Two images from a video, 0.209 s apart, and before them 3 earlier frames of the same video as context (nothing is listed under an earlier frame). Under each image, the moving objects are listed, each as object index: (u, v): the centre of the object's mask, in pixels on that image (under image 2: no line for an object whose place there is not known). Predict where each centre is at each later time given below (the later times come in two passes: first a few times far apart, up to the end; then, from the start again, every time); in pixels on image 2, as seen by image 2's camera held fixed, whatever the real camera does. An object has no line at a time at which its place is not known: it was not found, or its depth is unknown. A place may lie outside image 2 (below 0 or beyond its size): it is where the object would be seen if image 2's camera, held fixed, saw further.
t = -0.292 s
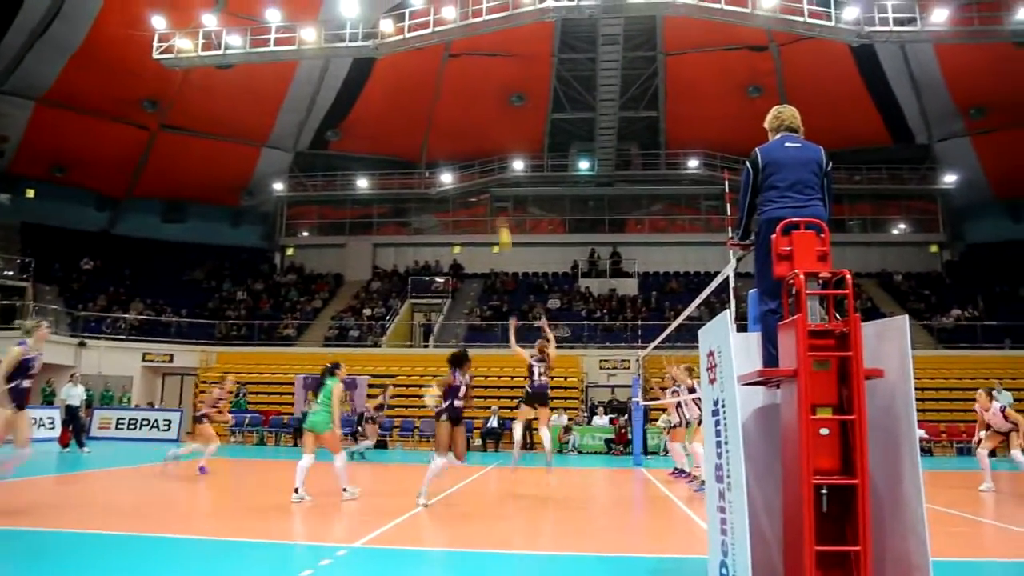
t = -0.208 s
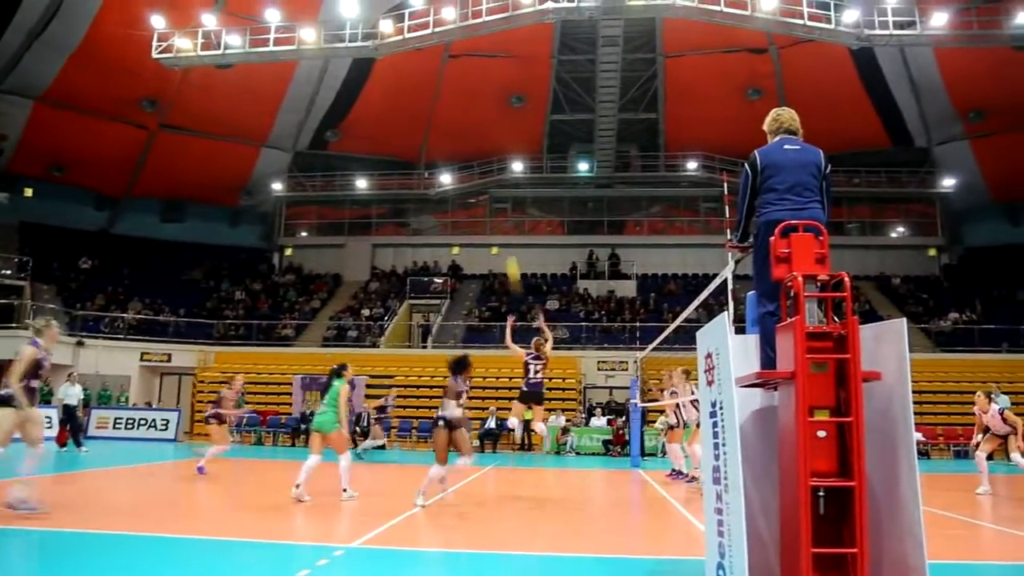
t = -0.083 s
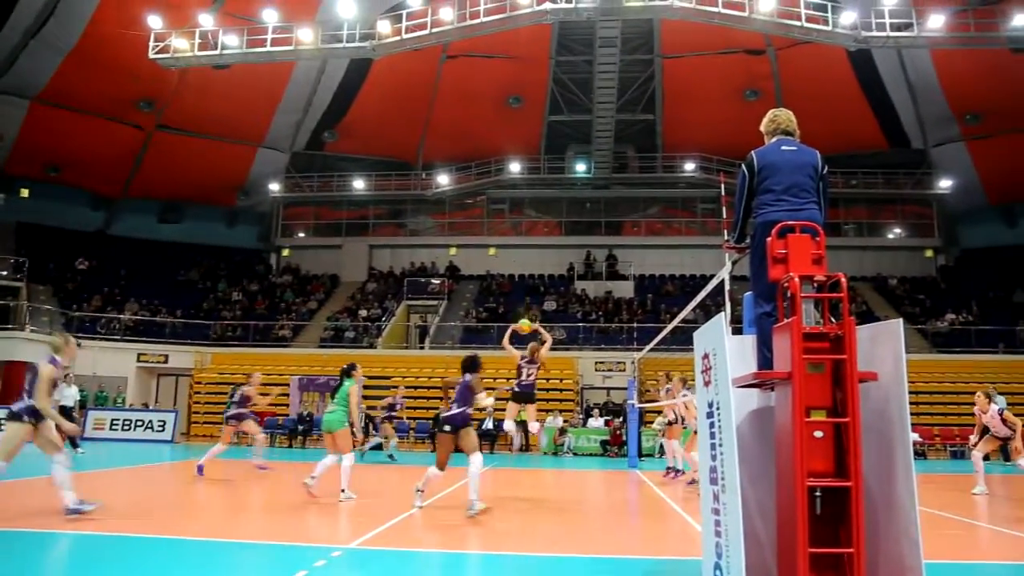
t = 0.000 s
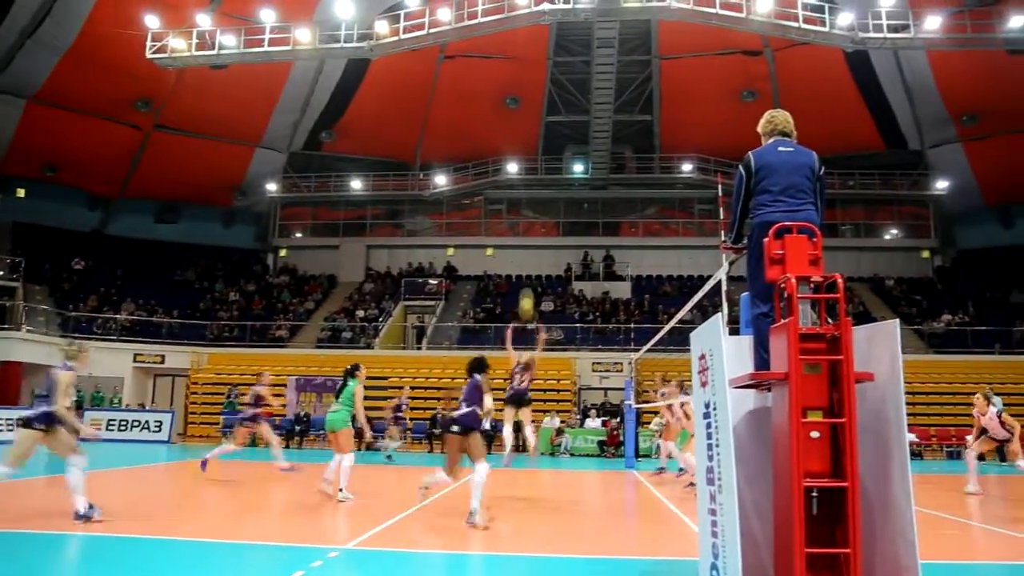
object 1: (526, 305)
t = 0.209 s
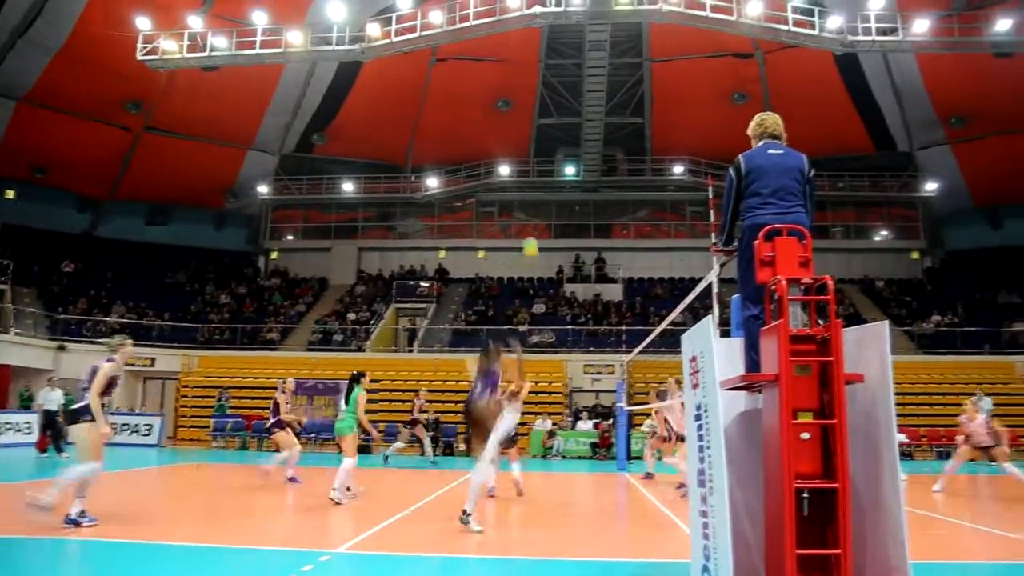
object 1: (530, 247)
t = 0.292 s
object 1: (535, 231)
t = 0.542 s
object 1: (550, 213)
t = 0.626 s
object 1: (556, 218)
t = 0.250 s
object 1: (533, 240)
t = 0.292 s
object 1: (535, 231)
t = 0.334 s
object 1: (537, 226)
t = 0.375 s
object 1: (540, 221)
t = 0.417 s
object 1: (542, 217)
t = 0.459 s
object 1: (545, 214)
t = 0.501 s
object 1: (548, 213)
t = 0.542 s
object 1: (550, 213)
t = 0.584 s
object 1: (553, 215)
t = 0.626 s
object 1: (556, 218)
